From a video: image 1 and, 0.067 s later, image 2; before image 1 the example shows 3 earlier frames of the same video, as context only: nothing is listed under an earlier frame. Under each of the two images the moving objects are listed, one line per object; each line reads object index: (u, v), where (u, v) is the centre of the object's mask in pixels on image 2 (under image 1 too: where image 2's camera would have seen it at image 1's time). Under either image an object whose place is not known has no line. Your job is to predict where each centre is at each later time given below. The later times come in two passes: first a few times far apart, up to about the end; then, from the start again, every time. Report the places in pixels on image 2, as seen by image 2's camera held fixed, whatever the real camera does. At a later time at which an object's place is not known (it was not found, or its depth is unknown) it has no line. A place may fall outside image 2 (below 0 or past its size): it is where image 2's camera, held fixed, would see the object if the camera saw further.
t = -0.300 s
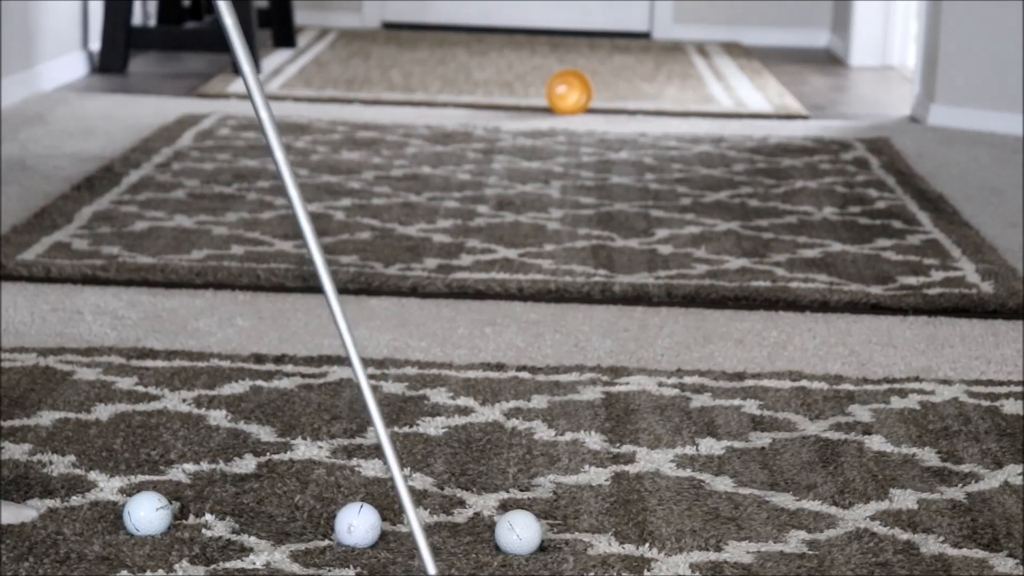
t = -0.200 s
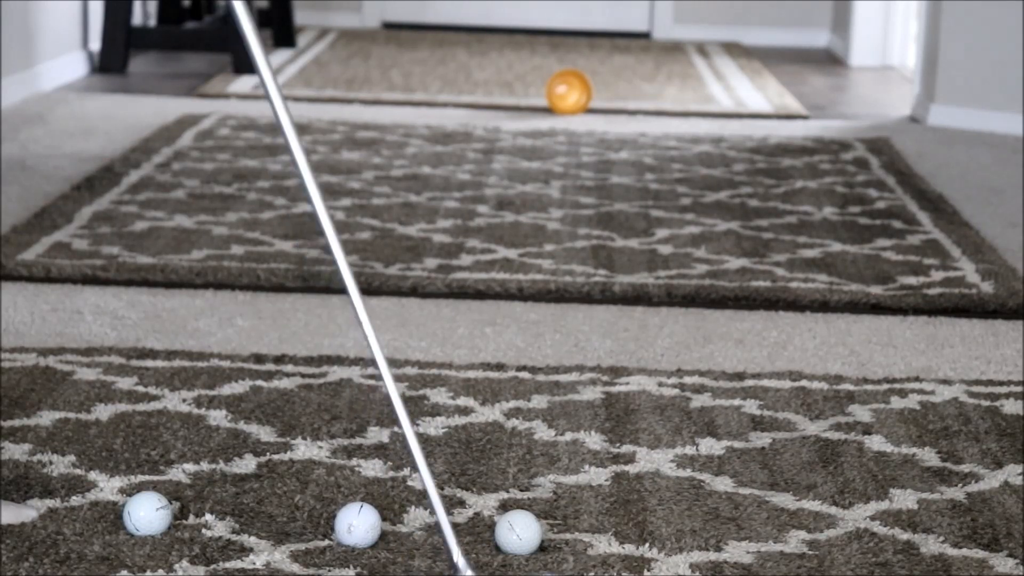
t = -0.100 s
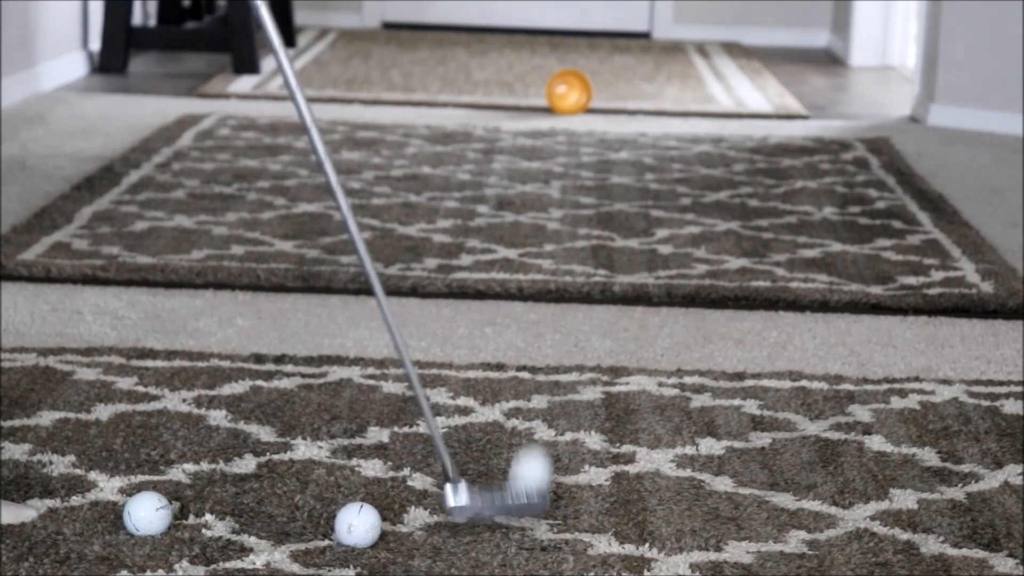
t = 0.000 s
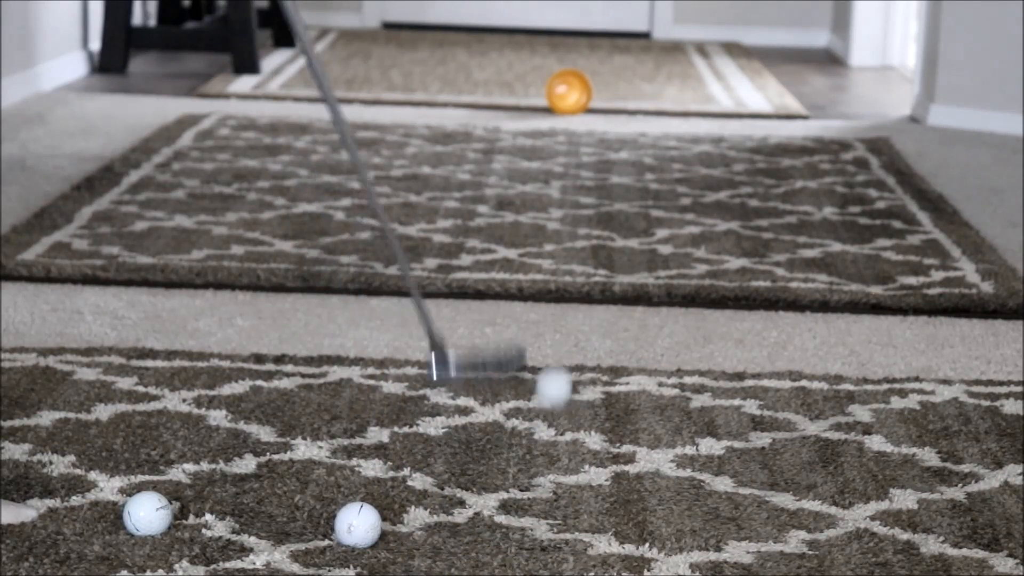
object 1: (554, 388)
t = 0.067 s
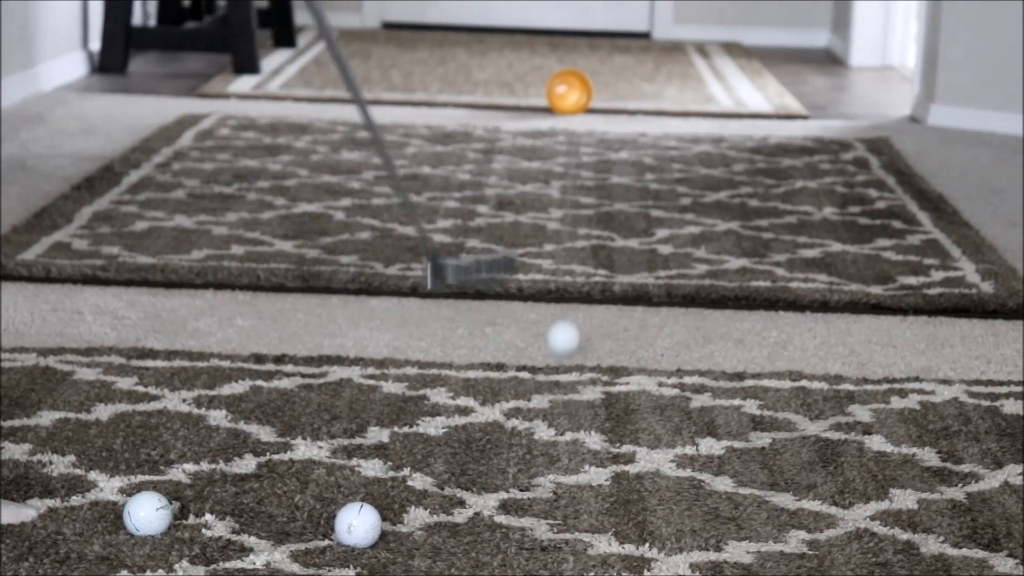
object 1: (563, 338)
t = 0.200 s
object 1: (576, 285)
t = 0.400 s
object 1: (597, 232)
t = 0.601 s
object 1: (617, 191)
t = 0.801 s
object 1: (633, 170)
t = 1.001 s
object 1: (644, 151)
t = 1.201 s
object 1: (642, 138)
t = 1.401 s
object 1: (641, 130)
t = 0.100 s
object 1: (566, 328)
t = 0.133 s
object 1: (569, 326)
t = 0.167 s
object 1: (573, 303)
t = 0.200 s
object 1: (576, 285)
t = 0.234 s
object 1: (579, 273)
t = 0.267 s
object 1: (582, 268)
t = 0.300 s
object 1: (586, 258)
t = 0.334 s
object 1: (590, 243)
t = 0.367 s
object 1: (593, 234)
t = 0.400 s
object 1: (597, 232)
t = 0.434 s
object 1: (601, 226)
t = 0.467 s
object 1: (604, 214)
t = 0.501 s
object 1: (607, 206)
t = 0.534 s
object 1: (610, 204)
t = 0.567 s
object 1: (614, 200)
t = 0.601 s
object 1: (617, 191)
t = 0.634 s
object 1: (619, 186)
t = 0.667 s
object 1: (622, 185)
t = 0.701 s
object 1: (625, 181)
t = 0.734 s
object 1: (628, 175)
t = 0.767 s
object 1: (630, 173)
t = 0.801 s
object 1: (633, 170)
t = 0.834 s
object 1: (635, 166)
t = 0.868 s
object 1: (638, 164)
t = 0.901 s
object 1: (640, 162)
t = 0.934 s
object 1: (642, 158)
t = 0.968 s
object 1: (642, 155)
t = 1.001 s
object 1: (644, 151)
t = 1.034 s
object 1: (645, 148)
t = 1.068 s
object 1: (645, 146)
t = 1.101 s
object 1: (645, 145)
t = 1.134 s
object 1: (645, 144)
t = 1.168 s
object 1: (644, 141)
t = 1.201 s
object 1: (642, 138)
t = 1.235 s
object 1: (641, 137)
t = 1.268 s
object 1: (640, 137)
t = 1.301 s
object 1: (640, 134)
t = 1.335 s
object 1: (640, 131)
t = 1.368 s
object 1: (640, 131)
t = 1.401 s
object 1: (641, 130)
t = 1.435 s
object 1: (641, 129)
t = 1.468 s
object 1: (643, 128)
